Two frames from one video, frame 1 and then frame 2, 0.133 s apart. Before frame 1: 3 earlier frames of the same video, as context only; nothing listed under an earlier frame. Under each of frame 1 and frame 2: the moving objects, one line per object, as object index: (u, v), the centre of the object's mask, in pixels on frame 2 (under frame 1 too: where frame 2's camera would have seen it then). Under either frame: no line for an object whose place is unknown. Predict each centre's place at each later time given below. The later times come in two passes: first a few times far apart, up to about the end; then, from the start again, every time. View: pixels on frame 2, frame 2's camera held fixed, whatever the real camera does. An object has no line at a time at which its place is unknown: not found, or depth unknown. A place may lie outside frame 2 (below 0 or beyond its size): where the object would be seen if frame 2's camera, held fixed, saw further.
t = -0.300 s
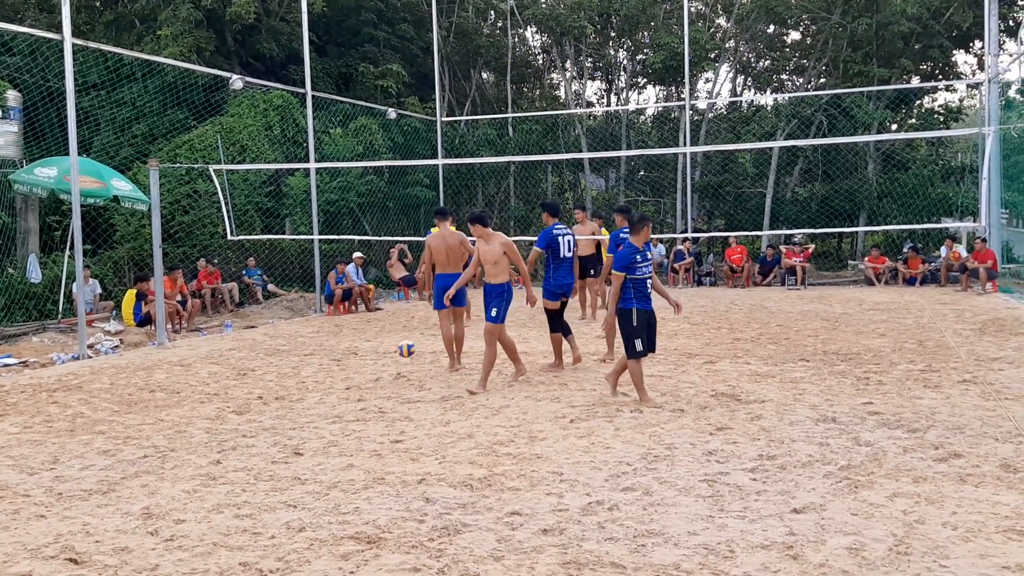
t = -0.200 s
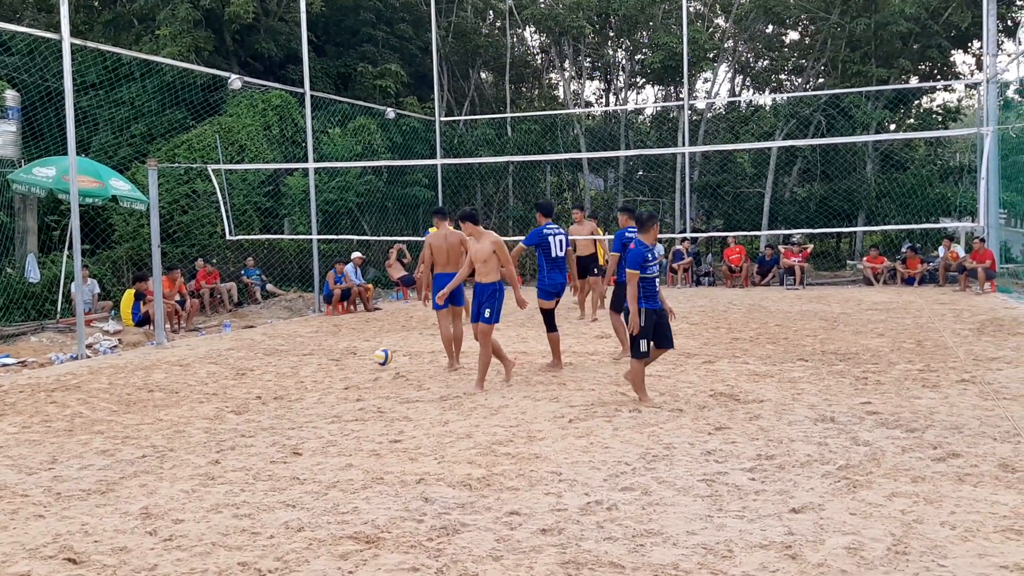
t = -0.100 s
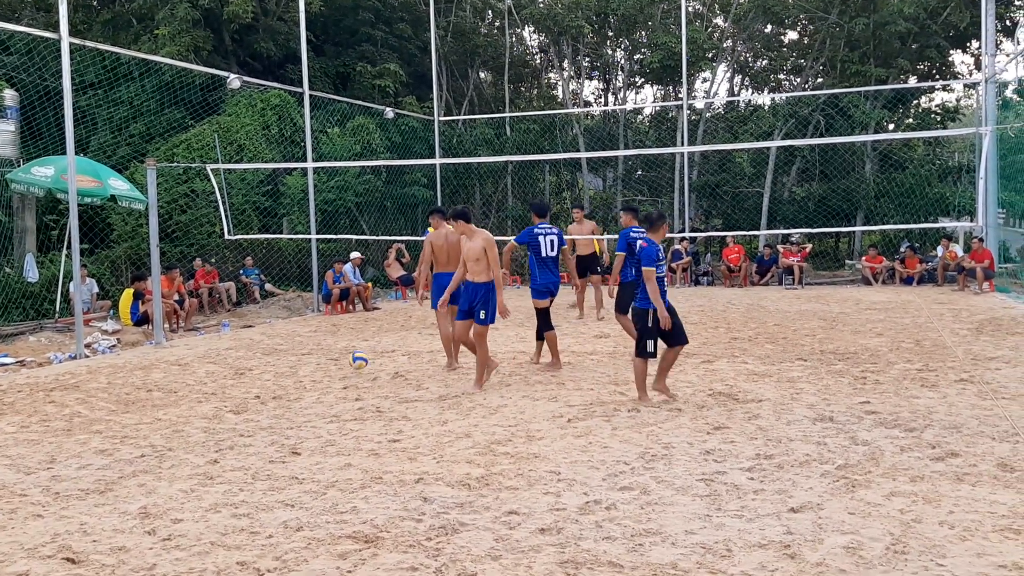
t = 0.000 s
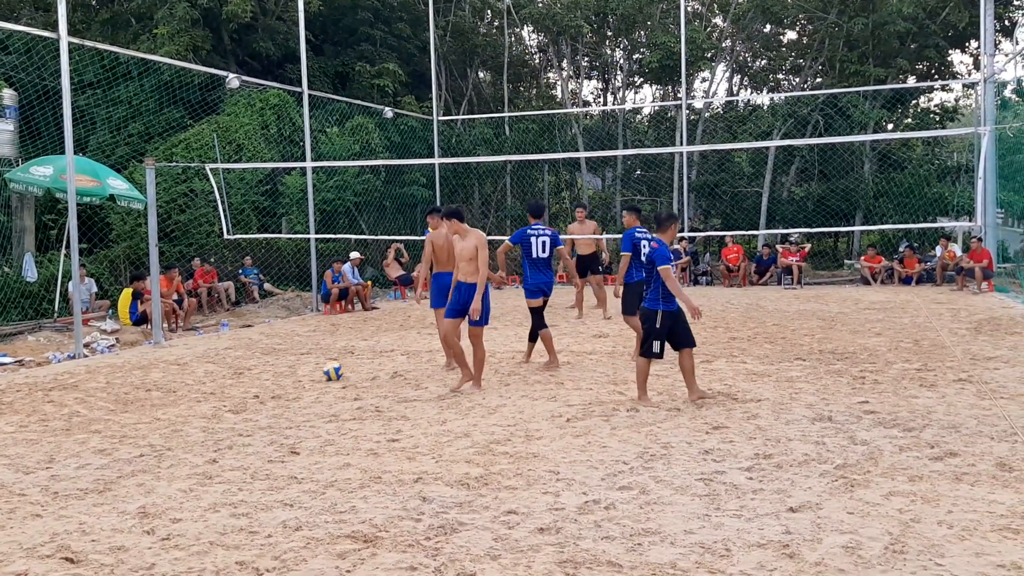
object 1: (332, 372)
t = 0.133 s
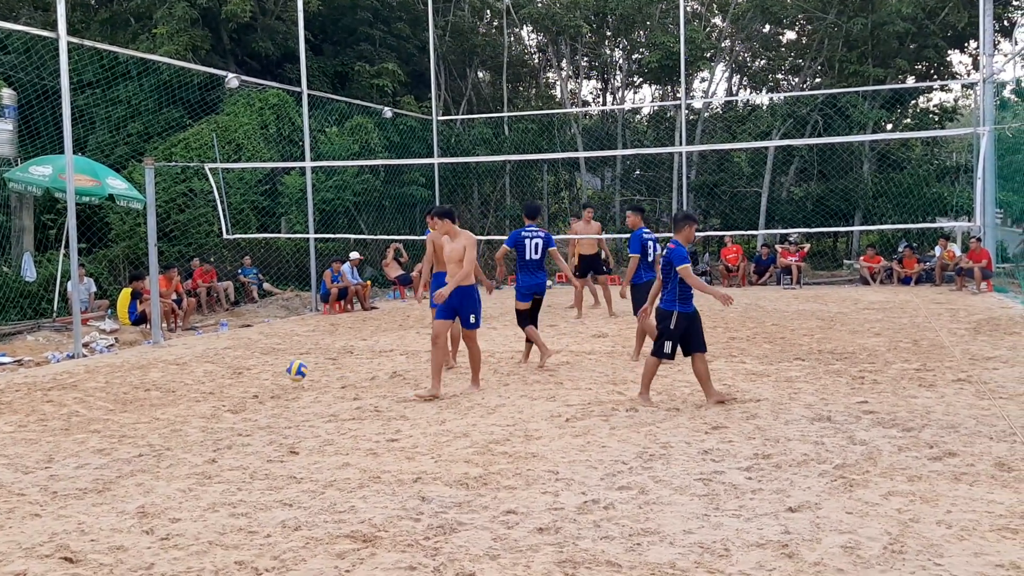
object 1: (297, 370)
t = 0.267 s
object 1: (259, 387)
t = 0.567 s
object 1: (168, 407)
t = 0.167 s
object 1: (287, 373)
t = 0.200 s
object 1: (278, 377)
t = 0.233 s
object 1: (268, 382)
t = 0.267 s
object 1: (259, 387)
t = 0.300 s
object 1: (249, 388)
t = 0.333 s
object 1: (239, 389)
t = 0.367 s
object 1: (228, 391)
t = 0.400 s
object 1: (219, 393)
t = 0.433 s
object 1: (209, 397)
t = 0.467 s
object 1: (199, 400)
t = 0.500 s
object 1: (189, 402)
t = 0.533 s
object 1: (178, 404)
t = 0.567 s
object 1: (168, 407)
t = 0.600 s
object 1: (157, 411)
